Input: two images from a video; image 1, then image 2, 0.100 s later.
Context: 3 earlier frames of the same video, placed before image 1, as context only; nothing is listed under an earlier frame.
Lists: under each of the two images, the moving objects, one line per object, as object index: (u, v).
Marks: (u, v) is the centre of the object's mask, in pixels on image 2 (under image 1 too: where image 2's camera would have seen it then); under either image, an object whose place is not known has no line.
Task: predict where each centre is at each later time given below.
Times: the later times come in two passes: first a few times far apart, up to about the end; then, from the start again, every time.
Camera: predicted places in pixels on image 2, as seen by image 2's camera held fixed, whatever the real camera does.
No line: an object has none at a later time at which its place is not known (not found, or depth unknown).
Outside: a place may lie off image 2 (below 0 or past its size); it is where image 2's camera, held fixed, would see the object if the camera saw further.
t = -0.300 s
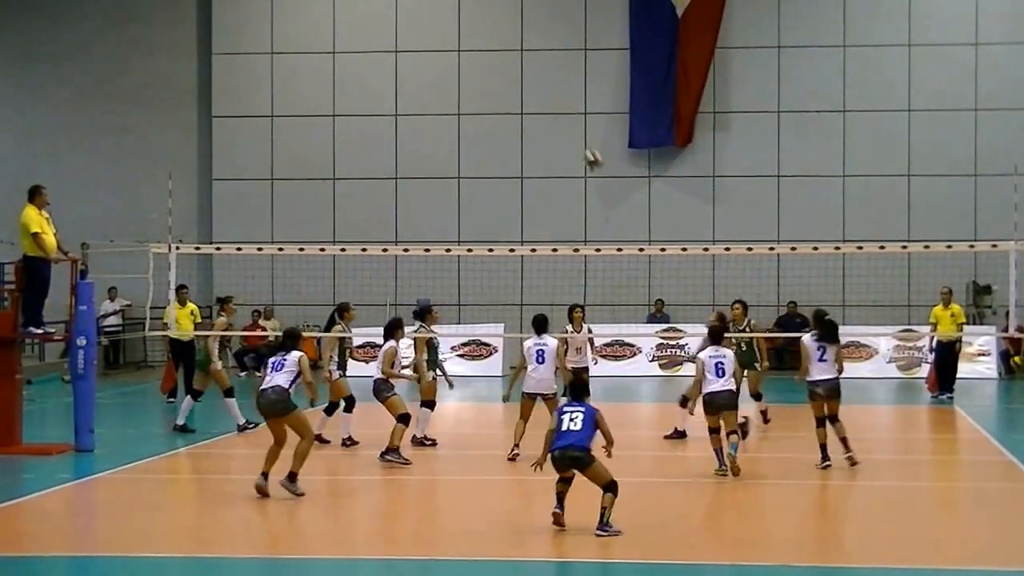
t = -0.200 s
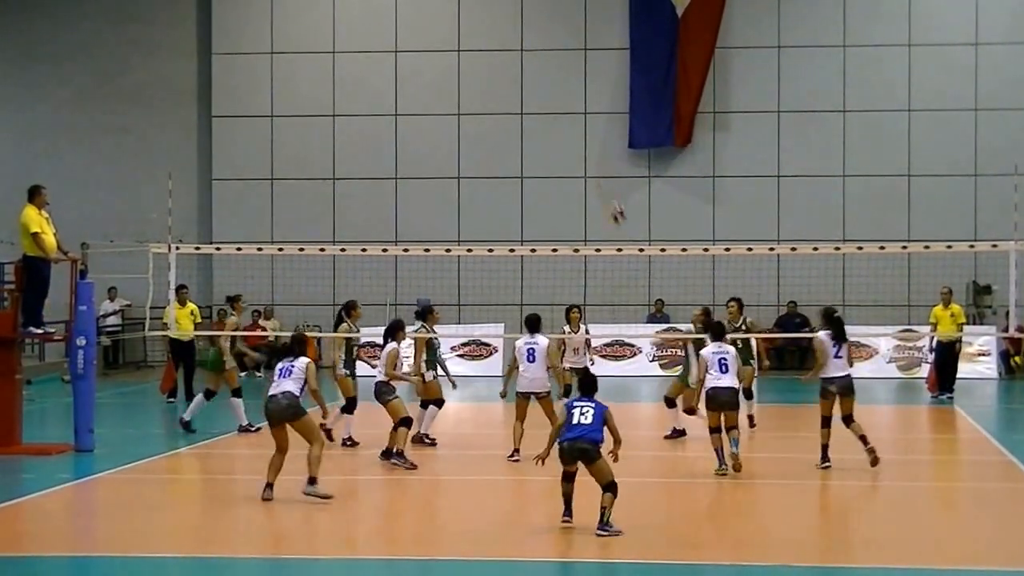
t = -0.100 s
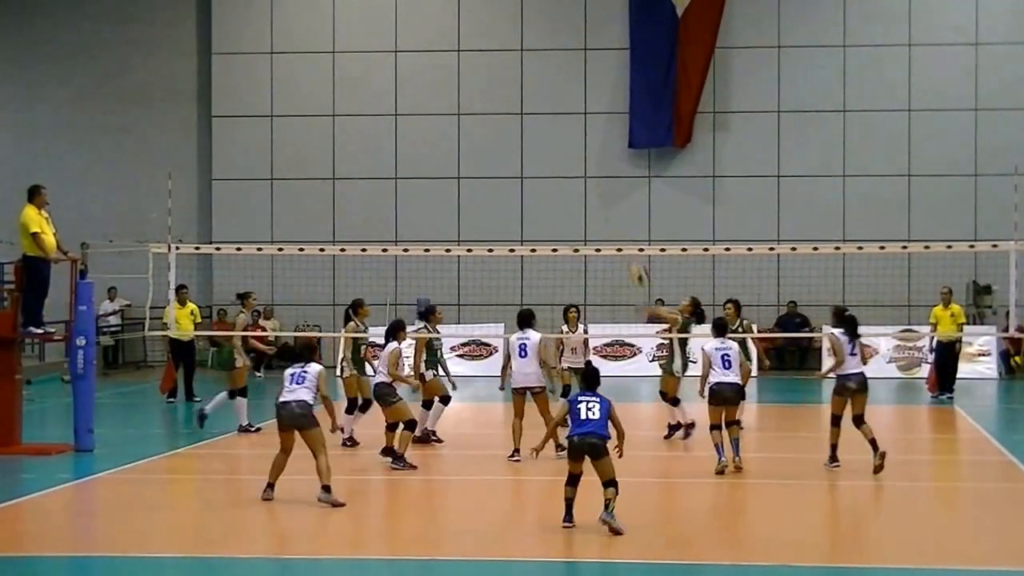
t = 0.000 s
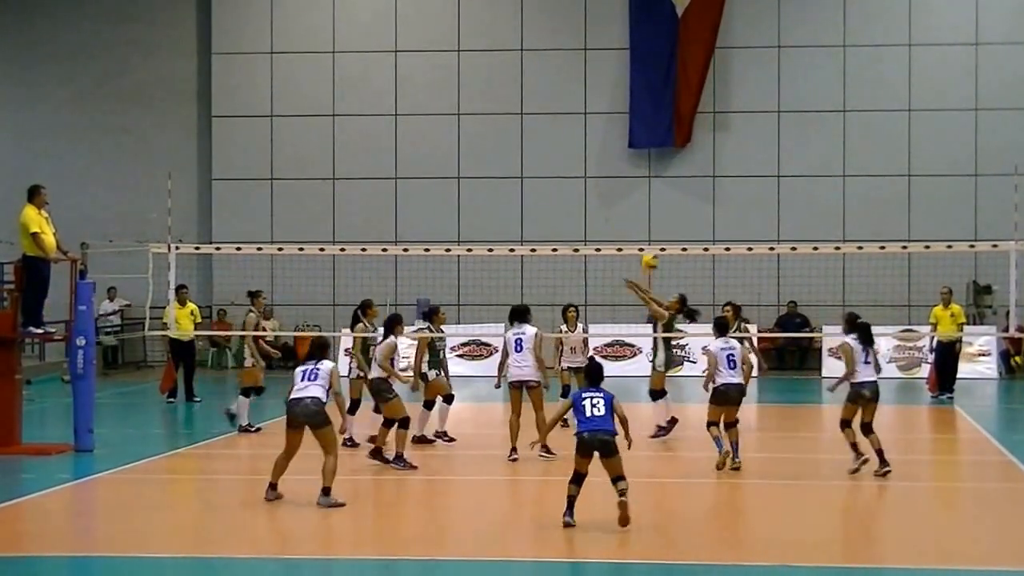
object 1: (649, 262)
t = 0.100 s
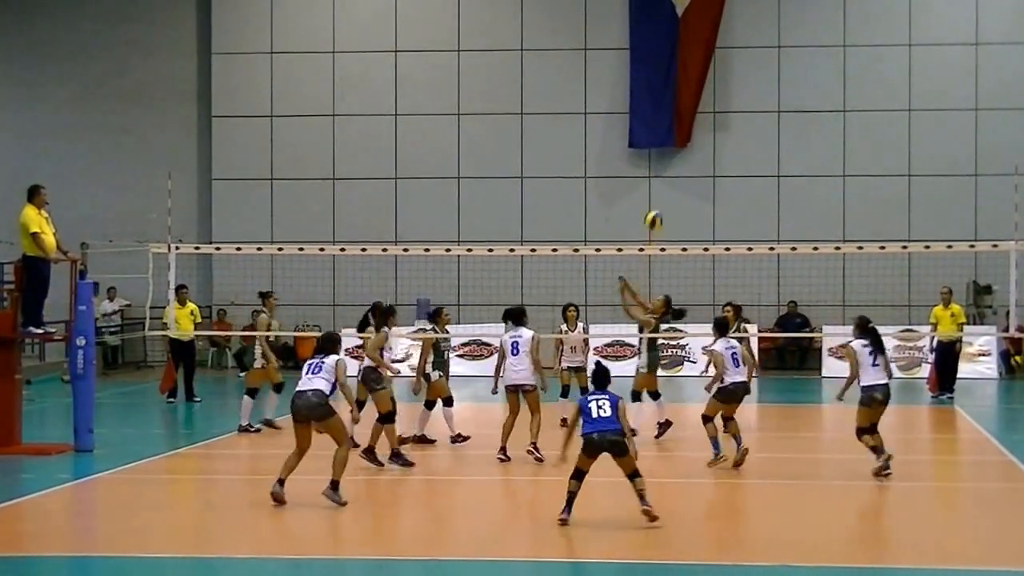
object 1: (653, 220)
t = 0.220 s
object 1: (659, 181)
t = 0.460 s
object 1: (675, 141)
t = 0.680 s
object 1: (693, 150)
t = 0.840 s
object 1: (707, 191)
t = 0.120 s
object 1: (654, 213)
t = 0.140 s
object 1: (656, 206)
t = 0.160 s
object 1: (657, 199)
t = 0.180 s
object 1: (657, 194)
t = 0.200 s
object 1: (657, 188)
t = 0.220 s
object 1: (659, 181)
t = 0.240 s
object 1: (661, 176)
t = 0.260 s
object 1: (661, 171)
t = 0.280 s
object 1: (663, 166)
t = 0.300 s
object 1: (664, 161)
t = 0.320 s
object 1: (665, 158)
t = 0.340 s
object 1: (666, 155)
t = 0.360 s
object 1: (667, 152)
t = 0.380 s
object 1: (668, 148)
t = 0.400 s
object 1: (670, 146)
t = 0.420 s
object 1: (671, 144)
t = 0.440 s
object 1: (673, 142)
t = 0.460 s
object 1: (675, 141)
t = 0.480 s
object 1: (677, 139)
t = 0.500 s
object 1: (678, 139)
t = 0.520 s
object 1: (680, 139)
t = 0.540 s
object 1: (680, 139)
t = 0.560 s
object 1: (682, 139)
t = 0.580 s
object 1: (684, 140)
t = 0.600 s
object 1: (685, 141)
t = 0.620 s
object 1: (687, 142)
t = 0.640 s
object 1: (689, 143)
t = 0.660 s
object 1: (691, 146)
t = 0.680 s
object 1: (693, 150)
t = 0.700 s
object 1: (694, 154)
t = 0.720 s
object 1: (695, 158)
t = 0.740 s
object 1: (698, 162)
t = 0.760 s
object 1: (700, 167)
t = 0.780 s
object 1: (700, 171)
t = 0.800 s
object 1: (702, 177)
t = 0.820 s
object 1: (705, 183)
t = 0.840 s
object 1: (707, 191)
